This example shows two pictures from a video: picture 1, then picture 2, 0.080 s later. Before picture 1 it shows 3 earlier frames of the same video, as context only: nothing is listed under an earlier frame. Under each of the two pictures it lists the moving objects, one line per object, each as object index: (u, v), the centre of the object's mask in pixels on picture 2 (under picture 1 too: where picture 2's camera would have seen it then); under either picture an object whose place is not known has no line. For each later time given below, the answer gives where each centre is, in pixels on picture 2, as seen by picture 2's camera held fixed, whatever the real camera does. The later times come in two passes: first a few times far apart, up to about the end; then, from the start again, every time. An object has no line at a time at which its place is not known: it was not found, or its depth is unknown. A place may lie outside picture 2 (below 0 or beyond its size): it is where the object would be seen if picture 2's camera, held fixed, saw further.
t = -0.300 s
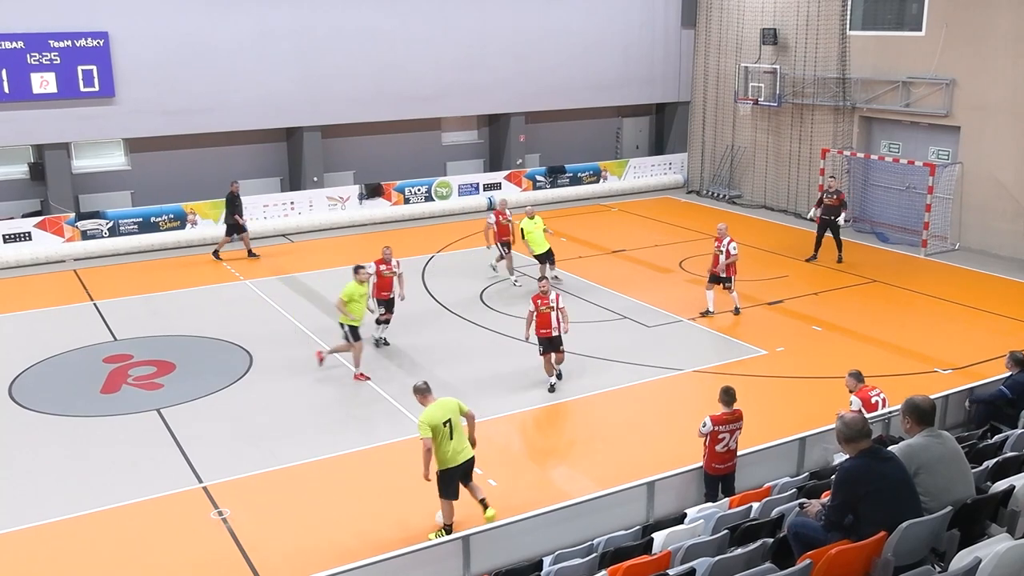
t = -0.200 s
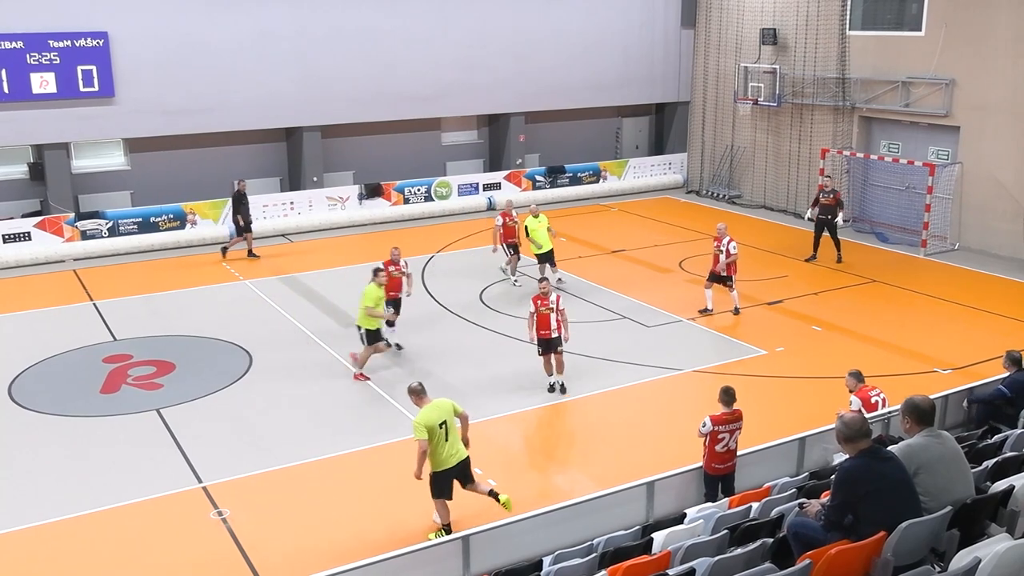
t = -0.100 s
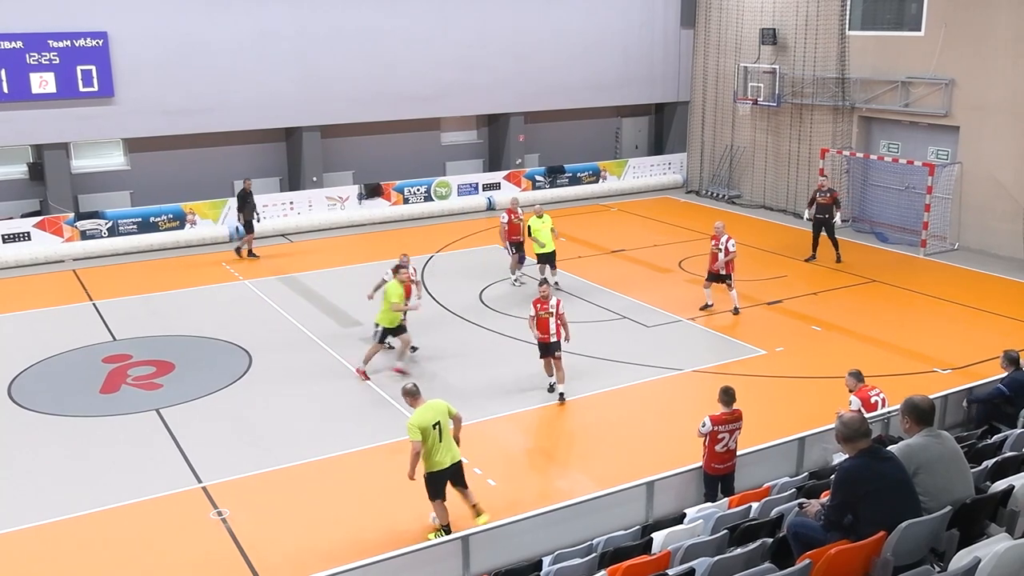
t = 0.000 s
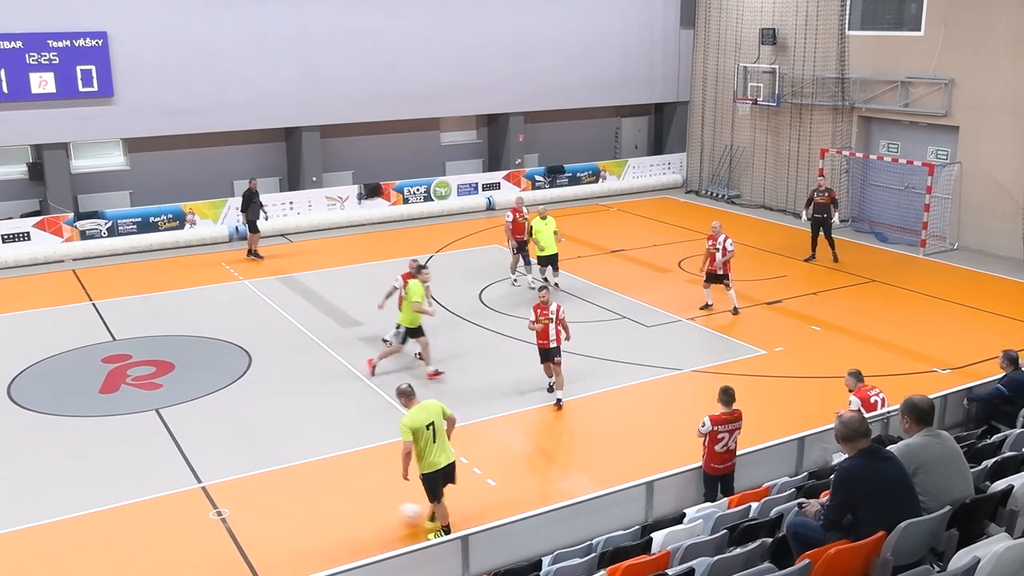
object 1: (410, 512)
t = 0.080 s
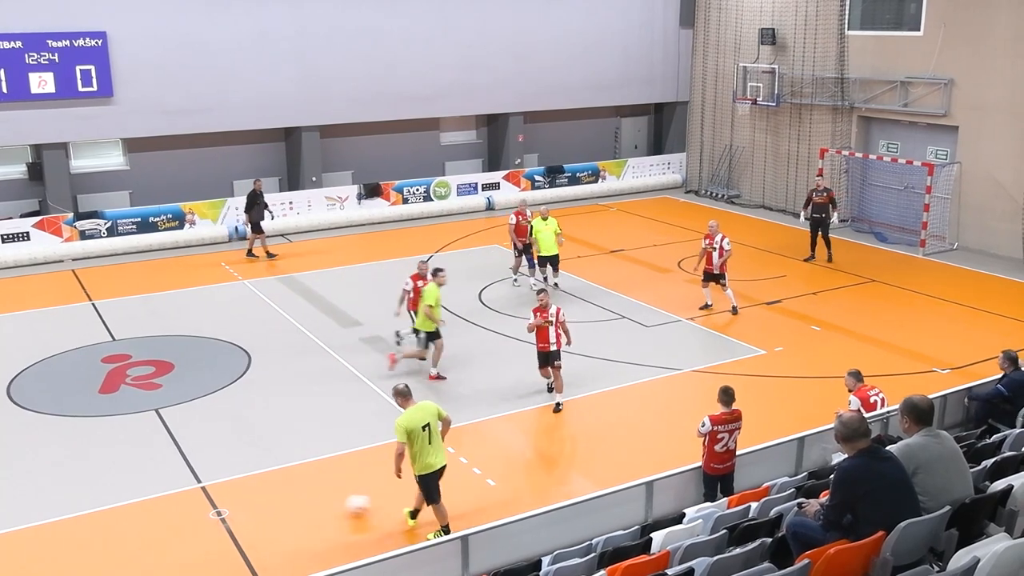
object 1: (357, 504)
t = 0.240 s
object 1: (265, 492)
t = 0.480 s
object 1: (160, 478)
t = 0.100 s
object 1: (344, 503)
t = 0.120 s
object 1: (332, 502)
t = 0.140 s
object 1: (320, 501)
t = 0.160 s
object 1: (308, 499)
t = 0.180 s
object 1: (297, 497)
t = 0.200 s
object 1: (287, 495)
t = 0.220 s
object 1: (275, 494)
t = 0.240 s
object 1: (265, 492)
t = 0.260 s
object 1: (255, 491)
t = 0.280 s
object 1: (245, 490)
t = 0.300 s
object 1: (235, 489)
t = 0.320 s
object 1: (226, 488)
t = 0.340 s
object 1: (217, 486)
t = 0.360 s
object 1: (208, 485)
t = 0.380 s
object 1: (199, 485)
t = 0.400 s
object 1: (192, 483)
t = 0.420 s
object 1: (183, 482)
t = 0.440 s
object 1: (175, 480)
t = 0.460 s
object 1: (168, 480)
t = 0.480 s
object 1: (160, 478)
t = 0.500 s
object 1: (153, 477)
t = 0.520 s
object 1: (145, 476)
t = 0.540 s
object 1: (139, 475)
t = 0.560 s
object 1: (132, 474)
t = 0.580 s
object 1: (125, 473)
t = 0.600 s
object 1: (118, 473)
